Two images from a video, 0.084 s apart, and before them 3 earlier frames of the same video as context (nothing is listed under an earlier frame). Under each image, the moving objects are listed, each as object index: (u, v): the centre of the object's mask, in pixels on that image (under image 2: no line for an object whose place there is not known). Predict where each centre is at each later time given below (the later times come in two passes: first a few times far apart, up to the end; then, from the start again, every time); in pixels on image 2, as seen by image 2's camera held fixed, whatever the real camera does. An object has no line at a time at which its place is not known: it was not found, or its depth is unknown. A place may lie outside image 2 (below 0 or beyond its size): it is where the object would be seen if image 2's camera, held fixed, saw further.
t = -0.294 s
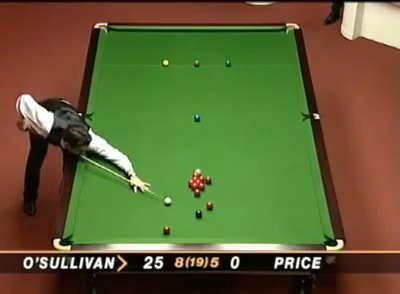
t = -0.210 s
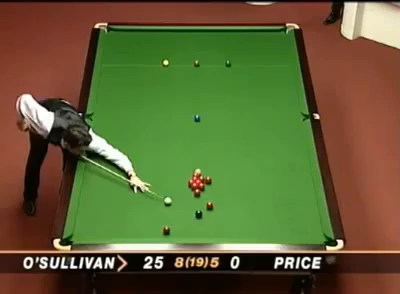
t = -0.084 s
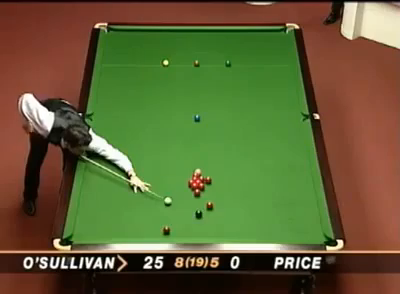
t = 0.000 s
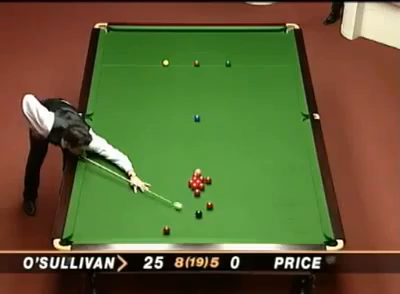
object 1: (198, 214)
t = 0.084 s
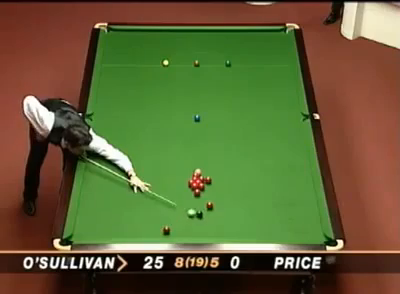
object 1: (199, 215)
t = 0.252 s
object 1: (227, 221)
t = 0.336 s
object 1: (239, 223)
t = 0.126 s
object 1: (207, 216)
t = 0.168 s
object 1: (214, 218)
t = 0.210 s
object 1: (221, 219)
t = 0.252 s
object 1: (227, 221)
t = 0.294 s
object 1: (233, 222)
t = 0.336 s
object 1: (239, 223)
